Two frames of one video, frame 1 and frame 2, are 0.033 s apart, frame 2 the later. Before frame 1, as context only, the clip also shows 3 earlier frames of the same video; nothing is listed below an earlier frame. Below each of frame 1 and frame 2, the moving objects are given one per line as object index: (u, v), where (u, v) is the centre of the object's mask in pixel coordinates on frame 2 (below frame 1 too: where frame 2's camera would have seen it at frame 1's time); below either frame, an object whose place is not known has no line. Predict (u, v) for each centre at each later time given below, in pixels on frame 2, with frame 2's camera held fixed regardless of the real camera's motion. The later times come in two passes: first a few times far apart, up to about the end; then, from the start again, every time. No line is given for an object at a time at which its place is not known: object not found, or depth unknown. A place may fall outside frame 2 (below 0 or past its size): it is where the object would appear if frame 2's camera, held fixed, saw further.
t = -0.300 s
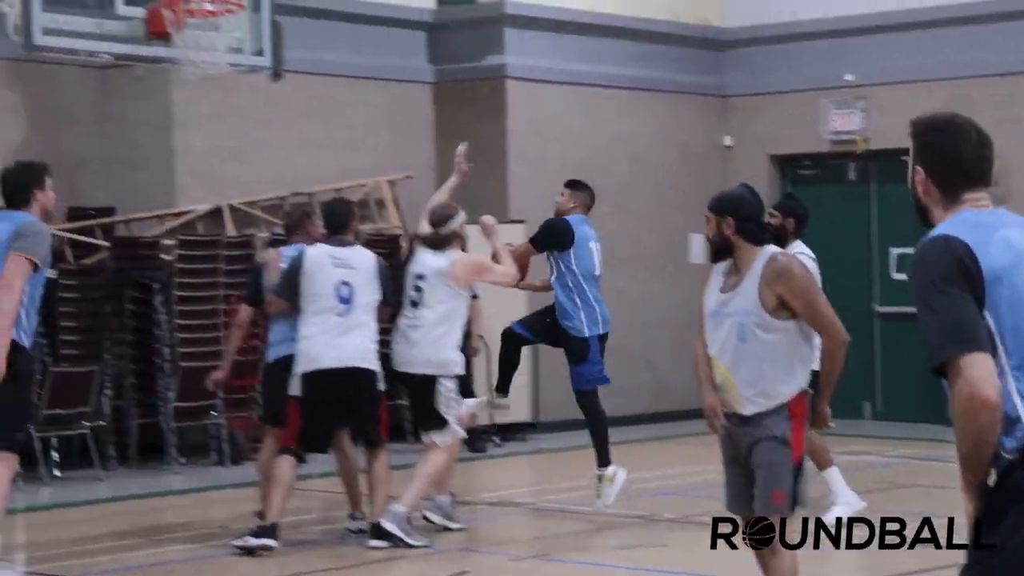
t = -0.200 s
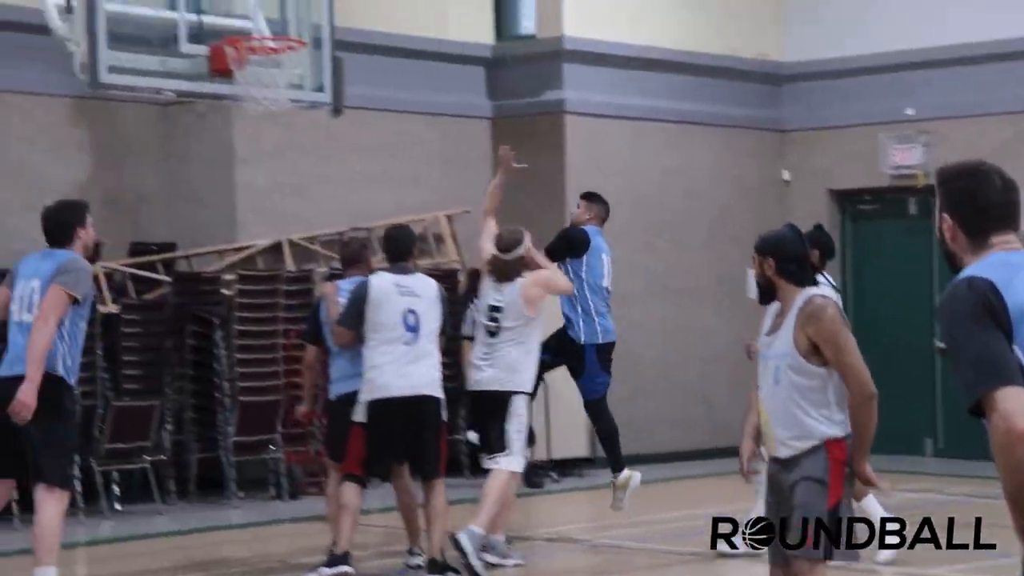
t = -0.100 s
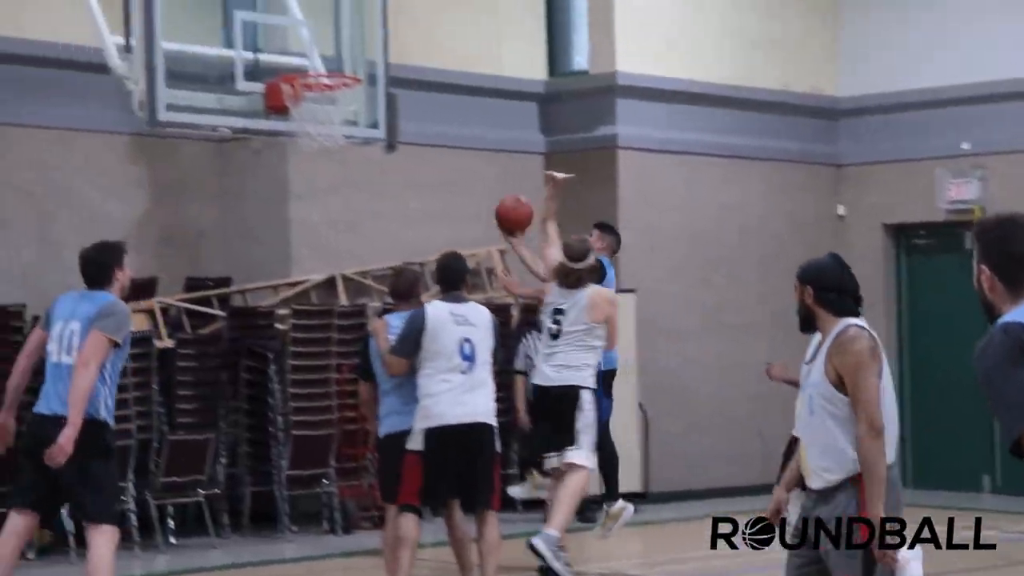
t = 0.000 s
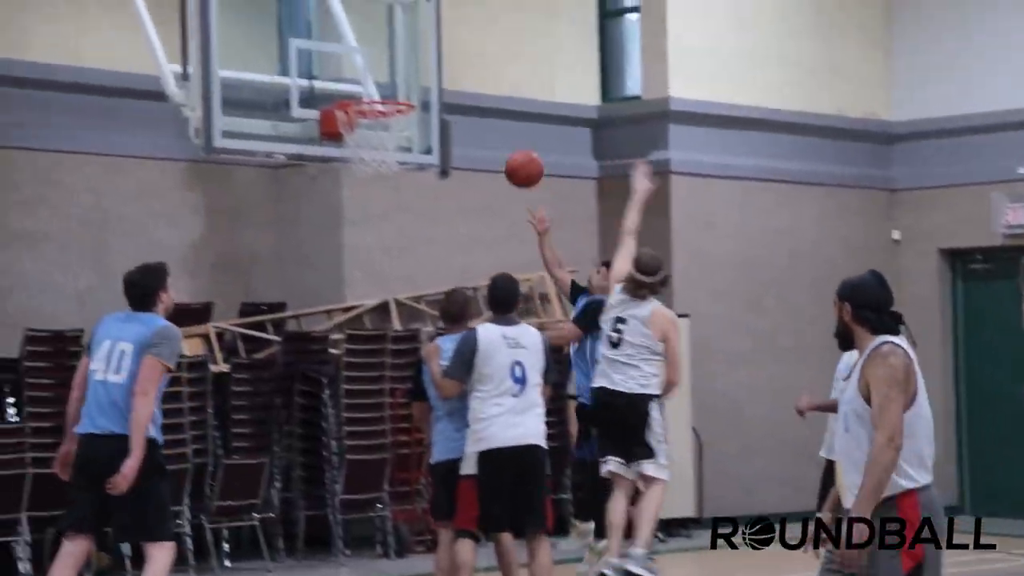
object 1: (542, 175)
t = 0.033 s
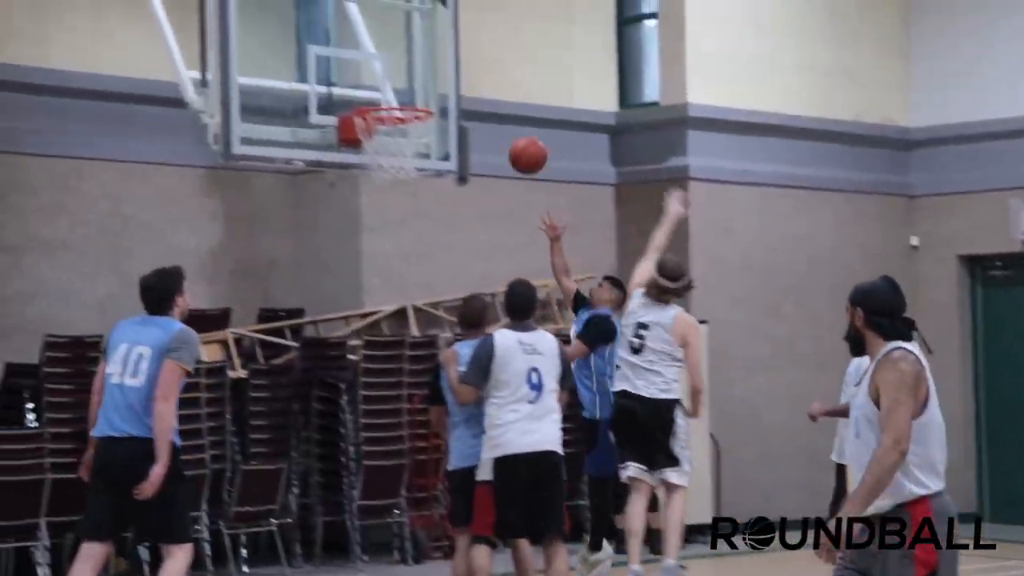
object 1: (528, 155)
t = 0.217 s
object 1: (450, 76)
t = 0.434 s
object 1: (410, 44)
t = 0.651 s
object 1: (406, 85)
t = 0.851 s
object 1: (380, 102)
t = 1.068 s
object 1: (399, 107)
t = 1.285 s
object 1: (374, 154)
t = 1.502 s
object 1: (375, 201)
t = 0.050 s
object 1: (520, 145)
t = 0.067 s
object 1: (514, 136)
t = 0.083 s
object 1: (506, 128)
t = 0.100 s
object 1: (499, 121)
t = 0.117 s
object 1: (493, 113)
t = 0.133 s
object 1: (486, 105)
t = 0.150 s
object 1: (479, 99)
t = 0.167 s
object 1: (472, 93)
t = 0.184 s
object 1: (464, 86)
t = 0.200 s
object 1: (458, 81)
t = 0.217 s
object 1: (450, 76)
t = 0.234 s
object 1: (443, 71)
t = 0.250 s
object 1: (436, 67)
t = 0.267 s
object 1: (430, 63)
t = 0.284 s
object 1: (423, 60)
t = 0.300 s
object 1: (416, 57)
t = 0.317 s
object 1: (413, 54)
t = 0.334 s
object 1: (413, 51)
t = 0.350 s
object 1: (412, 49)
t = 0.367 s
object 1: (411, 47)
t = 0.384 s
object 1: (411, 46)
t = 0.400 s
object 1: (411, 44)
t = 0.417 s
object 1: (411, 44)
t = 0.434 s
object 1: (410, 44)
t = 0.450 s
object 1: (410, 45)
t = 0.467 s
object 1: (409, 45)
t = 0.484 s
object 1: (409, 46)
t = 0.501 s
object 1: (409, 48)
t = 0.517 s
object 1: (408, 50)
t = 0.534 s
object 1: (408, 53)
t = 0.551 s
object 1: (407, 56)
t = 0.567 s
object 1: (407, 60)
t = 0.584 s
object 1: (407, 64)
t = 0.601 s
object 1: (406, 68)
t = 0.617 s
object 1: (406, 74)
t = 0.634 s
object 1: (406, 79)
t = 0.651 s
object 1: (406, 85)
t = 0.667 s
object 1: (405, 91)
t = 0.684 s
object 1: (405, 93)
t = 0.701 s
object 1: (402, 93)
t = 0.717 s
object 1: (399, 92)
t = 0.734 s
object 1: (397, 92)
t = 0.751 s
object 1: (394, 92)
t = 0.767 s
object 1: (392, 93)
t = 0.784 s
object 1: (389, 94)
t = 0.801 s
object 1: (387, 94)
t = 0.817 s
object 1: (384, 96)
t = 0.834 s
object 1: (382, 97)
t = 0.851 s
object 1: (380, 102)
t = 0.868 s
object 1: (381, 98)
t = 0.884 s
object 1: (384, 97)
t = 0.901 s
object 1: (387, 96)
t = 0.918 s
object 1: (389, 96)
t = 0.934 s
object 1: (391, 96)
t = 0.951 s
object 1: (393, 96)
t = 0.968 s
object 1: (397, 96)
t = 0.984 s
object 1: (398, 96)
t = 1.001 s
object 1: (401, 97)
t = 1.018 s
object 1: (404, 98)
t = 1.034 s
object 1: (404, 107)
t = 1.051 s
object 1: (402, 108)
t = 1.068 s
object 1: (399, 107)
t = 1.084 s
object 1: (398, 107)
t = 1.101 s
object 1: (392, 113)
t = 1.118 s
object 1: (392, 117)
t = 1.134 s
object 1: (390, 120)
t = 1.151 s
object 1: (387, 125)
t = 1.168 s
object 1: (385, 128)
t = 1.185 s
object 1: (383, 131)
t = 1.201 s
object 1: (383, 136)
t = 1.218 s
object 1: (382, 140)
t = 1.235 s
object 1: (377, 144)
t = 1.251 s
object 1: (376, 147)
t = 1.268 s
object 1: (375, 151)
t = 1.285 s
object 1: (374, 154)
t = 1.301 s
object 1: (374, 155)
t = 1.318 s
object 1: (374, 159)
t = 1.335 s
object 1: (373, 160)
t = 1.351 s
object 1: (375, 162)
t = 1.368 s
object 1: (374, 164)
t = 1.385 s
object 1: (374, 168)
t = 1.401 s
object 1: (375, 173)
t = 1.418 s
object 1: (374, 179)
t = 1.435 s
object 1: (374, 182)
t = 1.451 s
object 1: (374, 186)
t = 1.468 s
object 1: (375, 189)
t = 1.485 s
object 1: (374, 195)
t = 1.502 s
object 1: (375, 201)
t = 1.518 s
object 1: (375, 207)
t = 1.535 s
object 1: (375, 215)
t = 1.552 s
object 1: (375, 222)
